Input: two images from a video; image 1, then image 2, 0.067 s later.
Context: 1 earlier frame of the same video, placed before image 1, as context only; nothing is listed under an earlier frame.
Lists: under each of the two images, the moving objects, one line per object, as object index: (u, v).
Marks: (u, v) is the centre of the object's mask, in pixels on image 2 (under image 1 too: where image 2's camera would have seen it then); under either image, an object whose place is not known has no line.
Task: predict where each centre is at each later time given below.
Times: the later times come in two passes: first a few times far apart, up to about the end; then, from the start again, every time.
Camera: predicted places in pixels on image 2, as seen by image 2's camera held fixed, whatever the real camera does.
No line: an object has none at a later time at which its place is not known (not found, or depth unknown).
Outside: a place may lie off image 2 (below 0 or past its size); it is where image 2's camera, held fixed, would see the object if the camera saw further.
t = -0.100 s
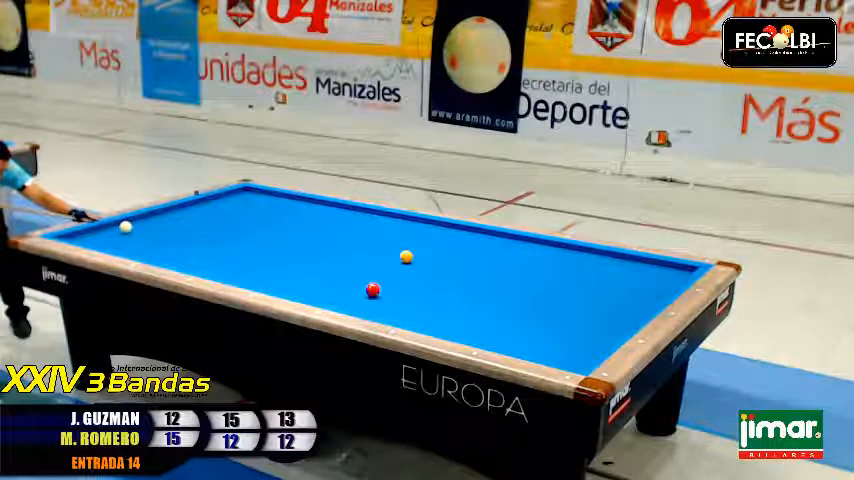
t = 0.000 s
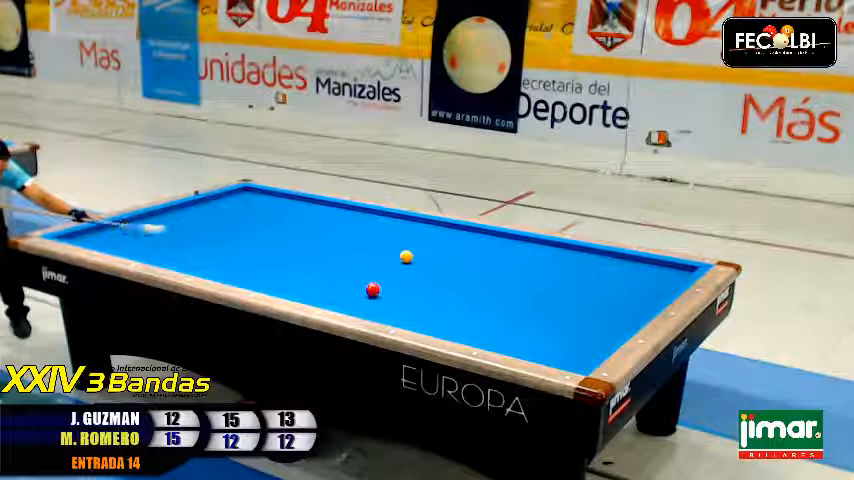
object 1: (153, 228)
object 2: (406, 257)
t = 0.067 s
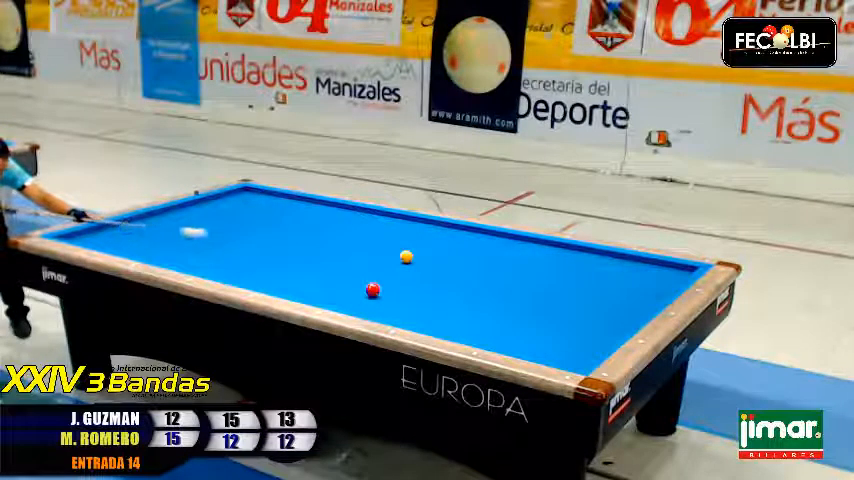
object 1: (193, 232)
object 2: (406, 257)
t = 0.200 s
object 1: (275, 240)
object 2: (406, 257)
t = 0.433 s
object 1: (411, 250)
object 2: (418, 261)
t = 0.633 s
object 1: (480, 242)
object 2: (479, 285)
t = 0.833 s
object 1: (537, 245)
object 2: (538, 309)
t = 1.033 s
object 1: (565, 265)
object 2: (600, 333)
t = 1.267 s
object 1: (607, 286)
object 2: (544, 327)
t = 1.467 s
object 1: (636, 309)
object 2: (495, 322)
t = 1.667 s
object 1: (577, 314)
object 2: (449, 316)
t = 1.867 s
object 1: (524, 321)
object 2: (405, 311)
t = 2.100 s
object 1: (459, 328)
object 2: (355, 304)
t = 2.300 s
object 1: (428, 320)
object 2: (315, 298)
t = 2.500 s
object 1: (412, 304)
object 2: (290, 291)
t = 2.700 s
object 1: (399, 291)
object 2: (267, 283)
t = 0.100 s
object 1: (214, 234)
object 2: (406, 257)
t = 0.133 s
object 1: (235, 237)
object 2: (406, 257)
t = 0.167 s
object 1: (255, 239)
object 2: (406, 257)
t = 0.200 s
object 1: (275, 240)
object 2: (406, 257)
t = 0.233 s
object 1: (295, 243)
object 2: (406, 257)
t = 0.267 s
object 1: (315, 244)
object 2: (406, 257)
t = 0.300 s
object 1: (336, 247)
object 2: (406, 257)
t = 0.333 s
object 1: (357, 248)
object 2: (406, 257)
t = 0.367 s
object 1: (379, 250)
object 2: (406, 257)
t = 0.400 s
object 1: (397, 251)
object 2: (407, 257)
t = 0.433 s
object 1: (411, 250)
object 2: (418, 261)
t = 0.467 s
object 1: (422, 249)
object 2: (427, 265)
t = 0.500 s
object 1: (434, 248)
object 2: (437, 268)
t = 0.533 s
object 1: (445, 246)
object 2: (449, 273)
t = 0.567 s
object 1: (456, 245)
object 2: (458, 277)
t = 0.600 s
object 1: (468, 243)
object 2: (468, 281)
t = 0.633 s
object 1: (480, 242)
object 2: (479, 285)
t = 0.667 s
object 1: (493, 241)
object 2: (489, 289)
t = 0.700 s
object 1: (504, 240)
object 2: (499, 293)
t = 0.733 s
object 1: (518, 239)
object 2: (509, 297)
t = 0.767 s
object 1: (528, 238)
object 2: (518, 301)
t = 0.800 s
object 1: (534, 241)
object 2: (528, 305)
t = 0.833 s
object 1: (537, 245)
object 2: (538, 309)
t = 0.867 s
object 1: (541, 248)
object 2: (548, 312)
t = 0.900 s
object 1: (546, 251)
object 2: (558, 317)
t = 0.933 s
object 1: (551, 255)
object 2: (567, 321)
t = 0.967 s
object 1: (556, 258)
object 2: (579, 325)
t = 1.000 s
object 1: (560, 262)
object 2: (590, 329)
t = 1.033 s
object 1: (565, 265)
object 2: (600, 333)
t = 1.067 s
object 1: (569, 268)
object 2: (606, 336)
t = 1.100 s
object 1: (576, 271)
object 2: (595, 335)
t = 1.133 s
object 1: (583, 274)
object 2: (584, 333)
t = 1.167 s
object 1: (589, 278)
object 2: (573, 332)
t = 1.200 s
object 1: (595, 281)
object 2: (562, 330)
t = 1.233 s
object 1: (600, 284)
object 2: (552, 328)
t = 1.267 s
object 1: (607, 286)
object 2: (544, 327)
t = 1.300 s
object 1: (614, 292)
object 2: (534, 327)
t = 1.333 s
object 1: (620, 295)
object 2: (526, 326)
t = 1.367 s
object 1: (627, 299)
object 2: (518, 325)
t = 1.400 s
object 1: (633, 303)
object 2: (512, 324)
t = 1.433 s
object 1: (640, 305)
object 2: (504, 323)
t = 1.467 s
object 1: (636, 309)
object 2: (495, 322)
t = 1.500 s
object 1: (626, 310)
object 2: (487, 321)
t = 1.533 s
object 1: (616, 310)
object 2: (480, 320)
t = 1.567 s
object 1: (605, 311)
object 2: (472, 319)
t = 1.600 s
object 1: (595, 312)
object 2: (464, 319)
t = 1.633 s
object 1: (586, 313)
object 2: (456, 318)
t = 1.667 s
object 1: (577, 314)
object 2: (449, 316)
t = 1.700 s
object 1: (568, 314)
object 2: (441, 315)
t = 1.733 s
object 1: (560, 317)
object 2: (434, 315)
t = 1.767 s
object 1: (551, 318)
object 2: (427, 313)
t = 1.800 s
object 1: (542, 319)
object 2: (420, 313)
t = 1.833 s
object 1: (533, 320)
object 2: (412, 312)
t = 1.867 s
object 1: (524, 321)
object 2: (405, 311)
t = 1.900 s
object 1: (515, 323)
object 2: (398, 310)
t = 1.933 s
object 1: (506, 323)
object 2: (390, 309)
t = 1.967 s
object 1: (496, 325)
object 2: (383, 309)
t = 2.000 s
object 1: (487, 326)
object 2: (376, 308)
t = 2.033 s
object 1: (477, 327)
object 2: (370, 307)
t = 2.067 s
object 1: (468, 328)
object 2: (364, 306)
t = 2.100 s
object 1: (459, 328)
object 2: (355, 304)
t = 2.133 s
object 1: (450, 329)
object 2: (350, 303)
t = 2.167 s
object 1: (440, 329)
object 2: (343, 302)
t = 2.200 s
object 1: (436, 328)
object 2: (336, 300)
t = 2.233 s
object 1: (433, 325)
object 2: (330, 300)
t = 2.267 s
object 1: (431, 322)
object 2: (321, 299)
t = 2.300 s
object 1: (428, 320)
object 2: (315, 298)
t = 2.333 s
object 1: (425, 318)
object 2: (309, 297)
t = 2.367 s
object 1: (423, 315)
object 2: (306, 296)
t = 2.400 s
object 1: (420, 313)
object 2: (302, 295)
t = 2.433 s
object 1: (418, 310)
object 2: (297, 293)
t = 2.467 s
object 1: (415, 307)
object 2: (294, 292)
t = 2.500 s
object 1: (412, 304)
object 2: (290, 291)
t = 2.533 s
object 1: (410, 303)
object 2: (287, 290)
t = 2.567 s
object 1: (408, 300)
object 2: (281, 288)
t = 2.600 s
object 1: (406, 298)
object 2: (278, 287)
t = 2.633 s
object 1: (402, 295)
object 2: (274, 285)
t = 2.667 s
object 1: (400, 293)
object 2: (271, 284)
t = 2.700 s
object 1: (399, 291)
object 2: (267, 283)
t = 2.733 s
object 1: (396, 289)
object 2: (264, 282)
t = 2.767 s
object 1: (394, 286)
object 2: (261, 282)
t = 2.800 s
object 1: (392, 284)
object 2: (256, 280)
